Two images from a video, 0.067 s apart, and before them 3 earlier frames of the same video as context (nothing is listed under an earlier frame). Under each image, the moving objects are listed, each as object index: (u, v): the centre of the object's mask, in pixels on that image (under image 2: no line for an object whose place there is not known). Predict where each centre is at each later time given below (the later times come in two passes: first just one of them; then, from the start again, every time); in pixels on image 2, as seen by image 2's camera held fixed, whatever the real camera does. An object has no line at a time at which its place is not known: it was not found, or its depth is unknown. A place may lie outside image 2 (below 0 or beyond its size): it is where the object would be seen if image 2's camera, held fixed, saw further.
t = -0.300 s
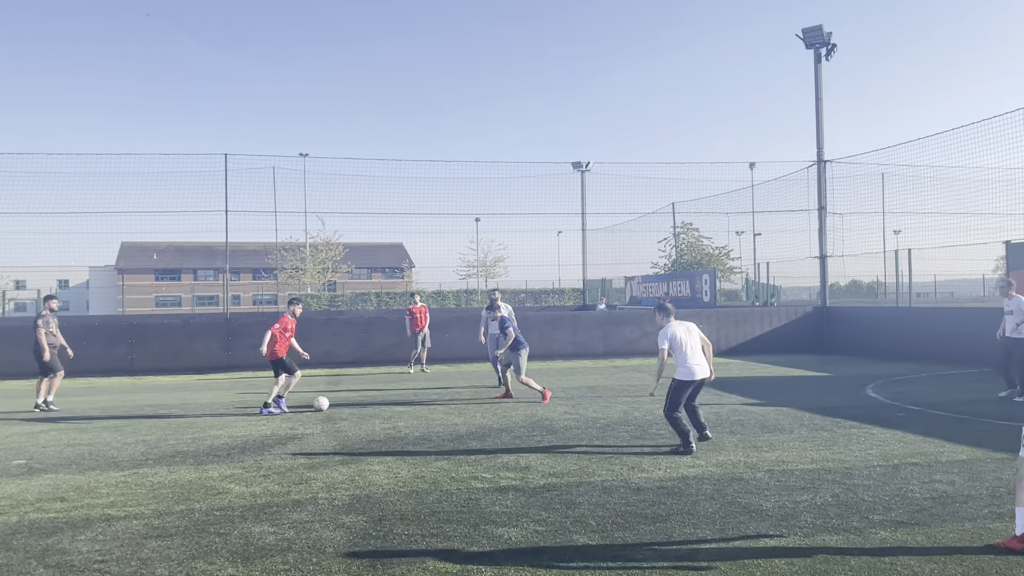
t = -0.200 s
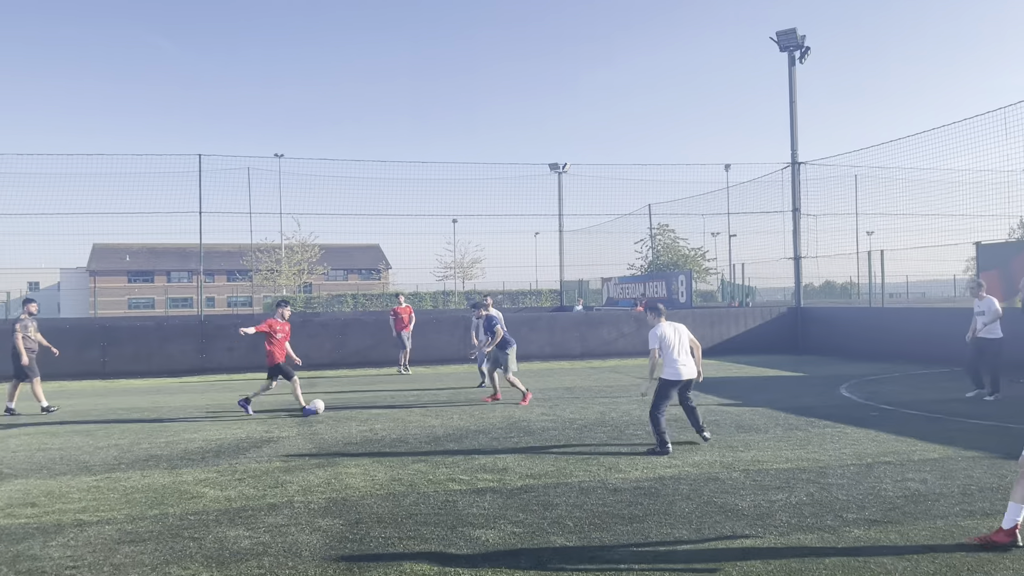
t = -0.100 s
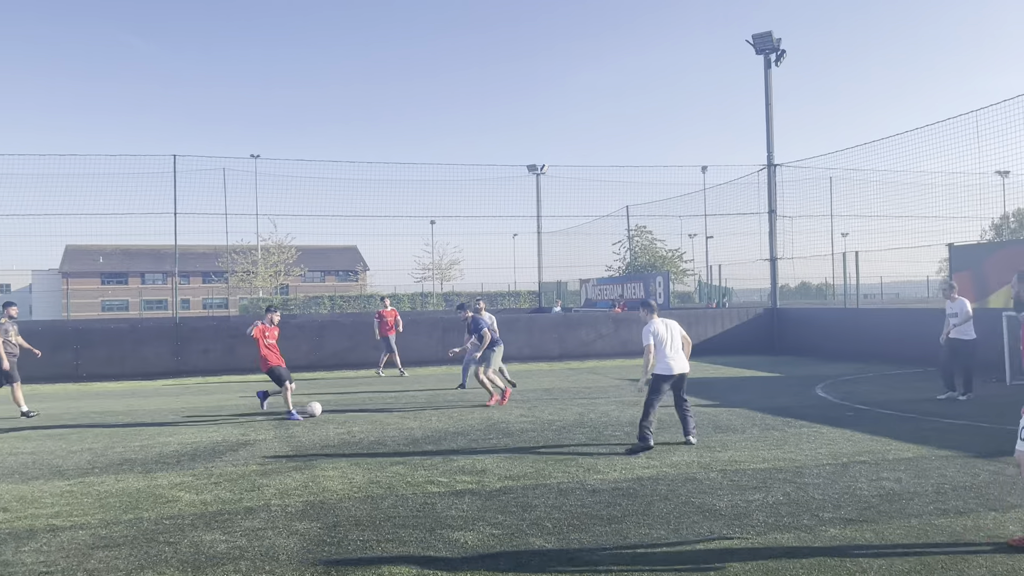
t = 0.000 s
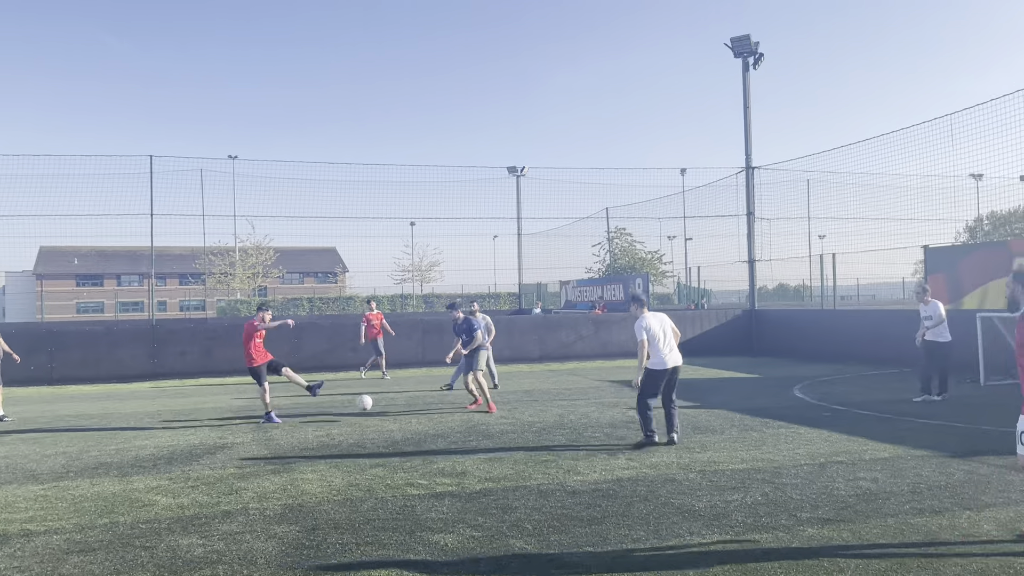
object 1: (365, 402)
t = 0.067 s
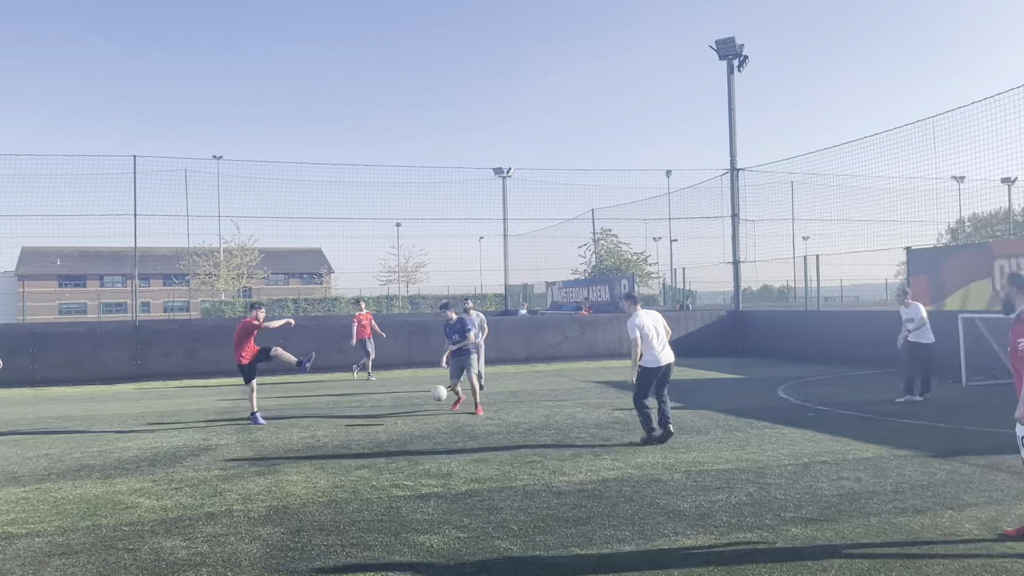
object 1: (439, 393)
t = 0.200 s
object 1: (625, 386)
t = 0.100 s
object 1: (484, 389)
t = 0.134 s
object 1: (531, 387)
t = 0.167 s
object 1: (578, 385)
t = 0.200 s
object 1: (625, 386)
